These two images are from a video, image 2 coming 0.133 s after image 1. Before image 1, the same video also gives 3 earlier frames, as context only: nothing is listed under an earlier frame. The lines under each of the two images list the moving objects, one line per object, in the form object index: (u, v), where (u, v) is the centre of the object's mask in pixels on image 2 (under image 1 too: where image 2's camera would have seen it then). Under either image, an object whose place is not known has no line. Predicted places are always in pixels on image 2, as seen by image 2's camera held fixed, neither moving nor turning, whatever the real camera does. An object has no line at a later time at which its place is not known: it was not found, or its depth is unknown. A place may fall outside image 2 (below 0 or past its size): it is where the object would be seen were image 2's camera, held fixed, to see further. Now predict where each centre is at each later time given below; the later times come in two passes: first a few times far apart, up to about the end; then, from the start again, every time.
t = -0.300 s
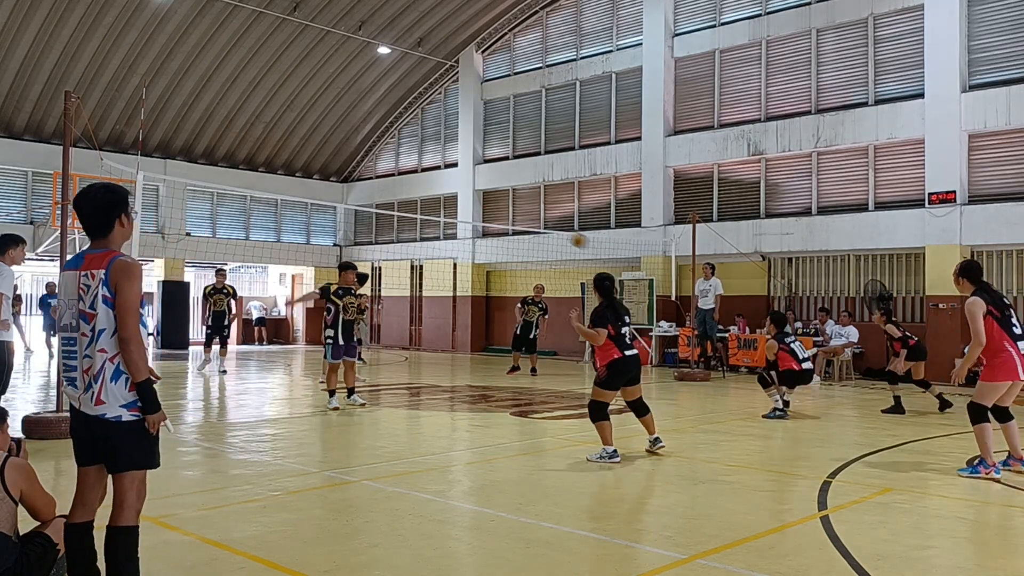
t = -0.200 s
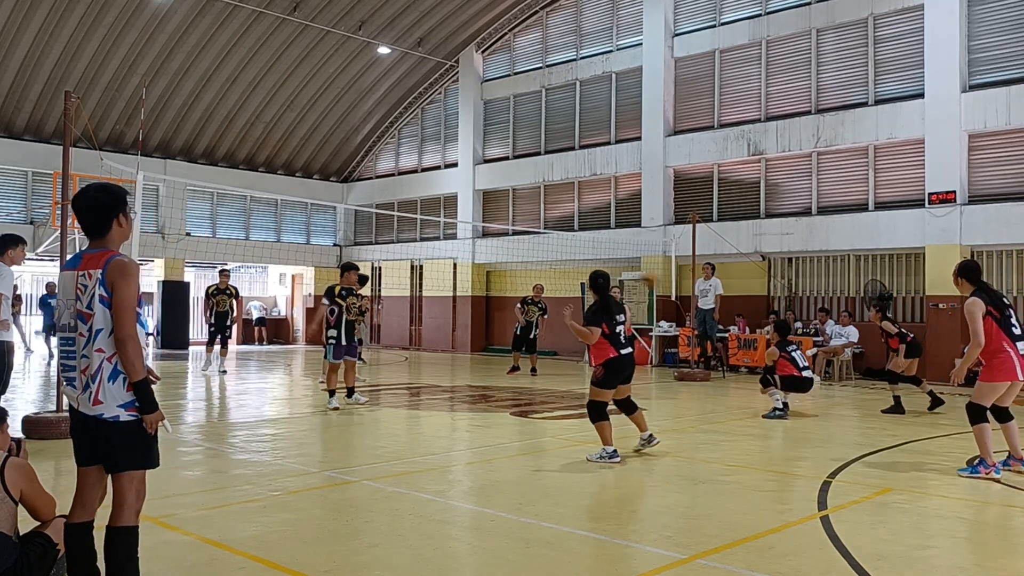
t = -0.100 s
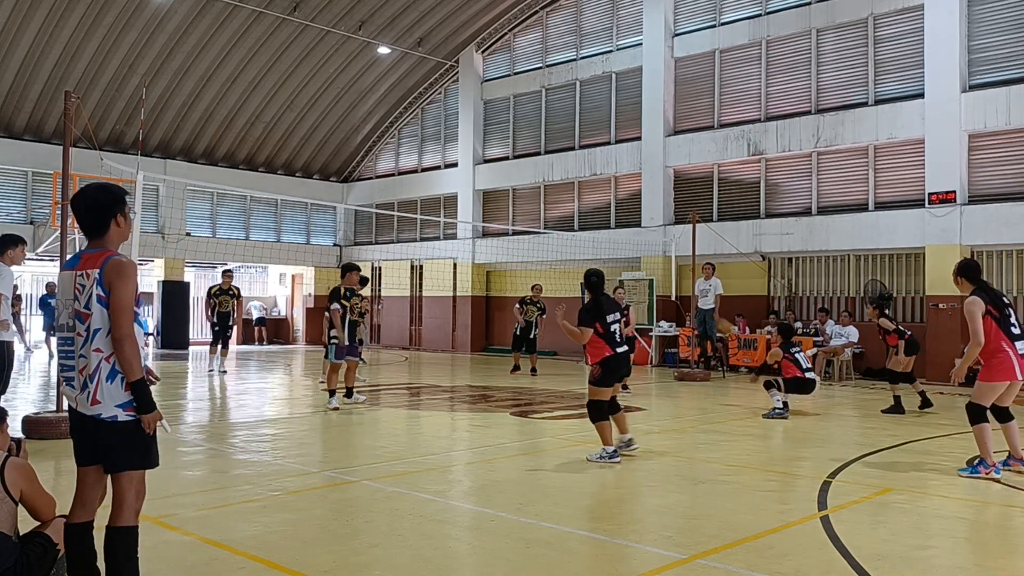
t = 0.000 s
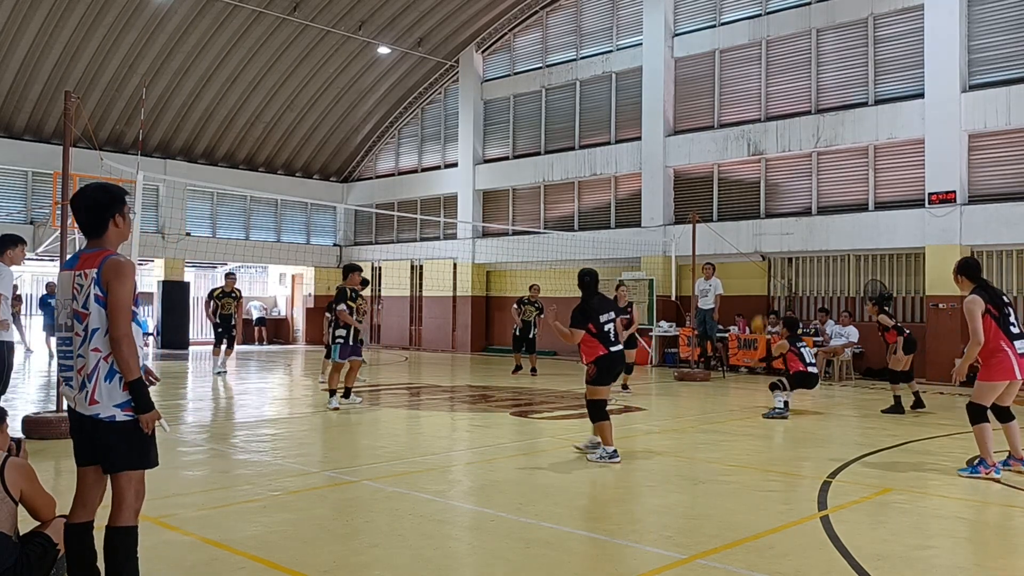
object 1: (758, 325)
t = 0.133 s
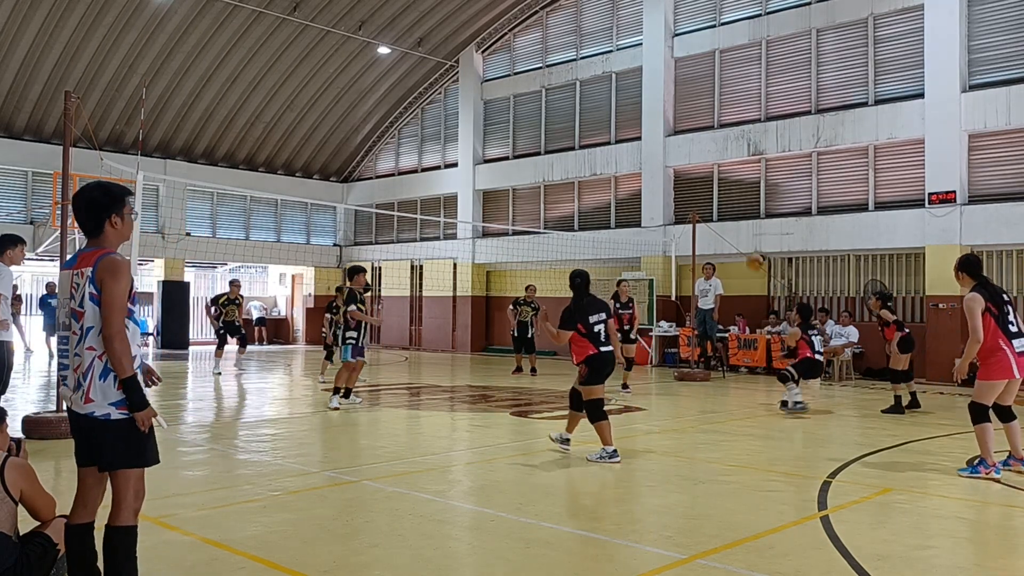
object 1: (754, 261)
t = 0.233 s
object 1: (751, 223)
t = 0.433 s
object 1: (747, 175)
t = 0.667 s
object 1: (741, 155)
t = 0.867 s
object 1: (736, 170)
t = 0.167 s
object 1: (754, 249)
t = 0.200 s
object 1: (752, 236)
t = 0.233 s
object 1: (751, 223)
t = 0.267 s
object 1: (751, 213)
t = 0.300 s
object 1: (750, 205)
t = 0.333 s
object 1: (749, 195)
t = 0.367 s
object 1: (748, 188)
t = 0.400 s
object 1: (747, 181)
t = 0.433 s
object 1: (747, 175)
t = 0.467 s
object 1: (745, 169)
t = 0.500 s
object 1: (744, 164)
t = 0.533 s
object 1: (744, 161)
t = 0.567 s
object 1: (743, 158)
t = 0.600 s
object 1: (741, 157)
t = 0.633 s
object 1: (742, 155)
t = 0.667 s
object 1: (741, 155)
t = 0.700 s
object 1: (740, 156)
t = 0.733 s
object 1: (739, 156)
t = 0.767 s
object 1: (739, 158)
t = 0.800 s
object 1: (738, 162)
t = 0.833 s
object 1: (736, 166)
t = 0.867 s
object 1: (736, 170)
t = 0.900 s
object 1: (735, 176)
